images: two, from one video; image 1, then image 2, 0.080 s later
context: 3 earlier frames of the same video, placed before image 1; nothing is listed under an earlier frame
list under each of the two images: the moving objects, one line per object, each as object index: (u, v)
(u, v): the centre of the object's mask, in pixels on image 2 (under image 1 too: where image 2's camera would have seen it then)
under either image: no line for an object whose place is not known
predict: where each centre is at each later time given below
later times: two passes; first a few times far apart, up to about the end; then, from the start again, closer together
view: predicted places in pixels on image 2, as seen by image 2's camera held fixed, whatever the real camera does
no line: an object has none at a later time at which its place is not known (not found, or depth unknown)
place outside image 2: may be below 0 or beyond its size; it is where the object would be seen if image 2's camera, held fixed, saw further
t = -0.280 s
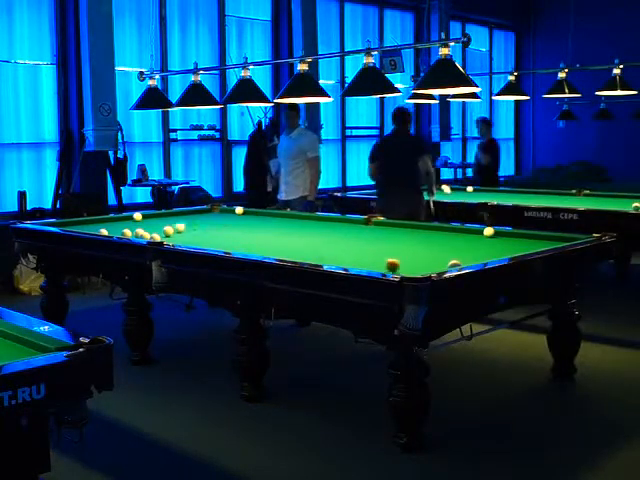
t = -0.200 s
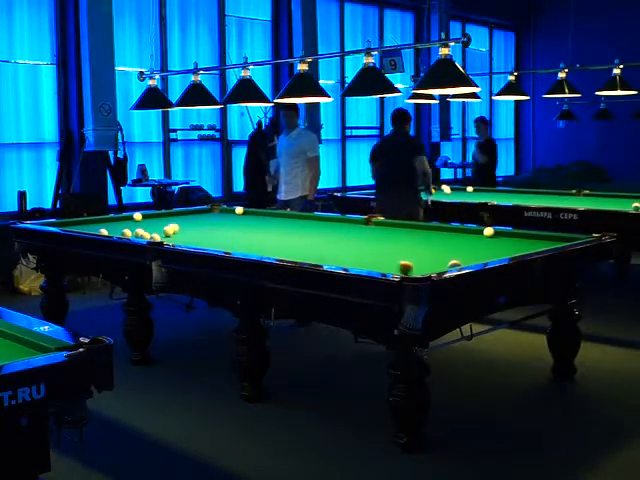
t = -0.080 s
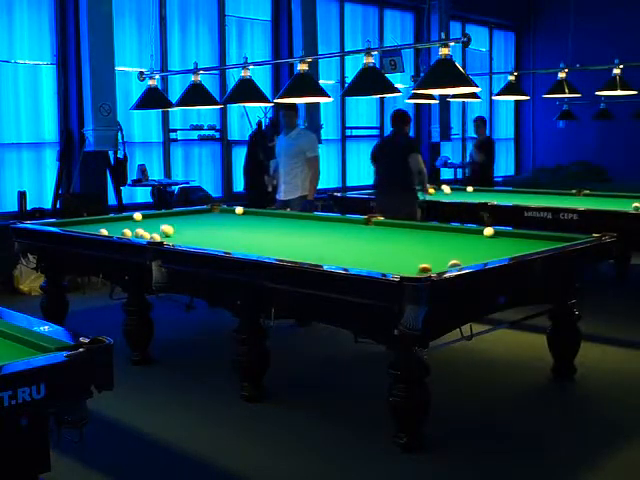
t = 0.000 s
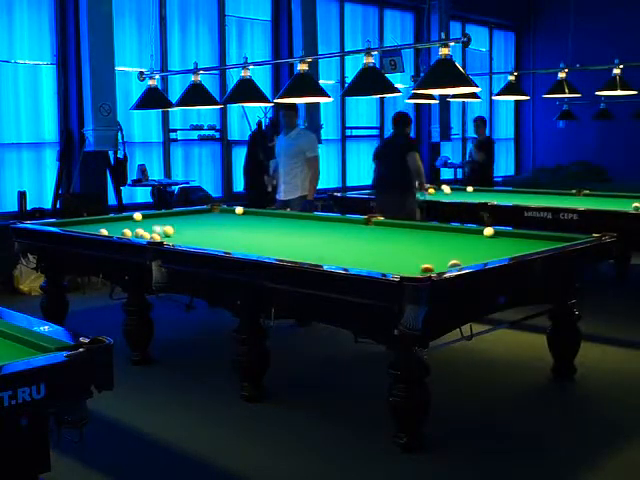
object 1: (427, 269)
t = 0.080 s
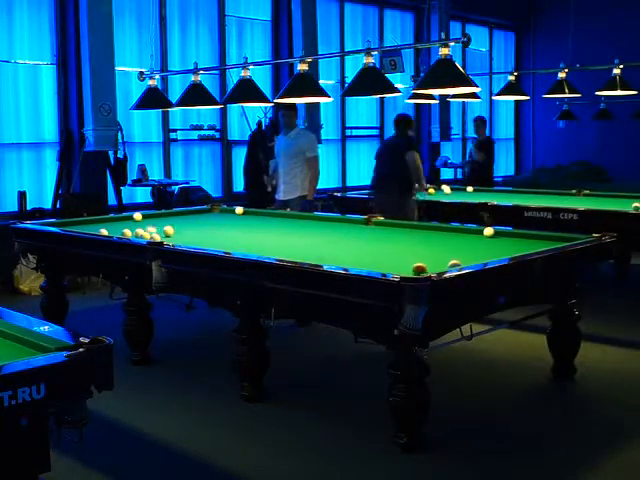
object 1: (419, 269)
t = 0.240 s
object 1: (408, 267)
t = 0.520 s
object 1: (391, 263)
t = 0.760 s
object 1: (377, 259)
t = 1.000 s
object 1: (365, 255)
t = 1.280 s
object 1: (352, 252)
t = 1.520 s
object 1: (342, 249)
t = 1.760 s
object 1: (333, 246)
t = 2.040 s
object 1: (324, 244)
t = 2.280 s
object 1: (315, 241)
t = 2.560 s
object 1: (308, 238)
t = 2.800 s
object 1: (301, 237)
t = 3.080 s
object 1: (295, 235)
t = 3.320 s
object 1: (289, 233)
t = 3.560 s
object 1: (284, 232)
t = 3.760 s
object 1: (278, 231)
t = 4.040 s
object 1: (273, 229)
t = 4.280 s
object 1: (269, 228)
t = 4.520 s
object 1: (265, 228)
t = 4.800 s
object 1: (261, 226)
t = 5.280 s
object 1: (253, 224)
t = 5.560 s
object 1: (251, 223)
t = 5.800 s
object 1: (248, 223)
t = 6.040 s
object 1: (245, 222)
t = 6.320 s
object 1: (242, 221)
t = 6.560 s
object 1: (241, 221)
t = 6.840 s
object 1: (238, 220)
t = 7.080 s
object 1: (237, 220)
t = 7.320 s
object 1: (235, 220)
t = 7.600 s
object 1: (234, 220)
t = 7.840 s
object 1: (233, 219)
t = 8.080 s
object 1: (232, 219)
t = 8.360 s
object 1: (231, 219)
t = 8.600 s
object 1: (231, 219)
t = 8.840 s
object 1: (230, 218)
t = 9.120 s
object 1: (230, 219)
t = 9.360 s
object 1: (229, 219)
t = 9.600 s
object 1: (229, 219)
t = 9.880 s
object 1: (229, 219)
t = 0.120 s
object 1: (416, 269)
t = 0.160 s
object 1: (414, 268)
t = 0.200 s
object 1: (411, 268)
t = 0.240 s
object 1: (408, 267)
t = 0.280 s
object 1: (406, 266)
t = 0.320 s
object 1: (403, 266)
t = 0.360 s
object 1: (400, 265)
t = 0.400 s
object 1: (398, 265)
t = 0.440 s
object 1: (395, 264)
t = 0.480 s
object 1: (393, 263)
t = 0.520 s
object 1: (391, 263)
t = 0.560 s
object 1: (389, 263)
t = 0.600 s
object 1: (386, 262)
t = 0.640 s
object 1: (384, 261)
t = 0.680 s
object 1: (381, 261)
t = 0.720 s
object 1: (380, 260)
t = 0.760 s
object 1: (377, 259)
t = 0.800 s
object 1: (375, 258)
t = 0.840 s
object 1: (372, 257)
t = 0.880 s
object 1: (371, 257)
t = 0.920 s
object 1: (369, 256)
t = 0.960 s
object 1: (367, 256)
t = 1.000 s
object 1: (365, 255)
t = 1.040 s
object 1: (362, 254)
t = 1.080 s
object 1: (361, 254)
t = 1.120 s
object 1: (359, 254)
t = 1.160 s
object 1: (357, 253)
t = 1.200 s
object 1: (356, 253)
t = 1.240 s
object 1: (354, 252)
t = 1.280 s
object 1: (352, 252)
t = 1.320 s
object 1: (350, 251)
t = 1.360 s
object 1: (348, 251)
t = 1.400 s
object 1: (347, 250)
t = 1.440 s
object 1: (345, 249)
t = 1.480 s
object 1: (344, 249)
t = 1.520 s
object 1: (342, 249)
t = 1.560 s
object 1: (341, 248)
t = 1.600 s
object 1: (339, 248)
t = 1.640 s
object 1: (337, 247)
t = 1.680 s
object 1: (336, 247)
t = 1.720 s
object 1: (334, 246)
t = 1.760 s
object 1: (333, 246)
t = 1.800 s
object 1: (331, 246)
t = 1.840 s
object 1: (330, 245)
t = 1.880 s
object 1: (329, 245)
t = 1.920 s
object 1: (327, 245)
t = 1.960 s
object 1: (326, 244)
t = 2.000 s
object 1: (325, 244)
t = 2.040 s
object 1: (324, 244)
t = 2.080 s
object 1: (322, 243)
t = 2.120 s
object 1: (321, 243)
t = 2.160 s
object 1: (319, 242)
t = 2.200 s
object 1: (319, 242)
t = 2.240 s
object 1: (316, 242)
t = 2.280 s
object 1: (315, 241)
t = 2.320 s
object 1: (314, 241)
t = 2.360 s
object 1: (313, 240)
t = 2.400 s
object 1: (312, 240)
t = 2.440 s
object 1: (311, 240)
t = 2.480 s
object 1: (310, 239)
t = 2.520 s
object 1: (309, 239)
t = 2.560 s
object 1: (308, 238)
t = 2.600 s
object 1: (306, 239)
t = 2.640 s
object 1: (305, 238)
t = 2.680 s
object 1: (305, 238)
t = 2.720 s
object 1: (303, 237)
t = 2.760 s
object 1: (302, 237)
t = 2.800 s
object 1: (301, 237)
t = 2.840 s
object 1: (301, 237)
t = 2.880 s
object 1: (299, 236)
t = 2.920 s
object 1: (298, 236)
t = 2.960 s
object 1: (297, 236)
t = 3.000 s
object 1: (296, 236)
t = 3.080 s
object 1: (295, 235)
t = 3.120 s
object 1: (293, 235)
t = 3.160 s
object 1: (293, 235)
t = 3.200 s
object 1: (292, 234)
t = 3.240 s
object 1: (291, 234)
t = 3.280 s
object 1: (291, 234)
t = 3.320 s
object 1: (289, 233)
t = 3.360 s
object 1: (287, 233)
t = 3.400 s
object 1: (287, 233)
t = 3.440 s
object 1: (286, 233)
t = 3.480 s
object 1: (286, 233)
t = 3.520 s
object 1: (284, 232)
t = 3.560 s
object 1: (284, 232)
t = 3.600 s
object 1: (282, 232)
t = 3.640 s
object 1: (282, 232)
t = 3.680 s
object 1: (282, 231)
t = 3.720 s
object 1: (280, 231)
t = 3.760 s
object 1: (278, 231)
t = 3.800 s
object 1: (278, 231)
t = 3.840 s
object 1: (277, 230)
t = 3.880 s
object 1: (276, 230)
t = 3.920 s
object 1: (275, 230)
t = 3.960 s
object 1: (274, 229)
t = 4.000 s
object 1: (273, 229)
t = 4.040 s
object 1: (273, 229)
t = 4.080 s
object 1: (272, 229)
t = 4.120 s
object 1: (272, 229)
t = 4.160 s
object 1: (270, 229)
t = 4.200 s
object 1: (270, 229)
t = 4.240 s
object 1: (270, 228)
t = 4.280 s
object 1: (269, 228)
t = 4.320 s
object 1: (268, 228)
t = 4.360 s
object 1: (268, 228)
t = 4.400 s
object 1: (267, 228)
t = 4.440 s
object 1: (267, 228)
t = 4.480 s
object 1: (266, 228)
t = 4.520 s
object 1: (265, 228)
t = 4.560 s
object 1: (264, 227)
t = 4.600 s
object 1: (264, 227)
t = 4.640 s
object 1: (263, 227)
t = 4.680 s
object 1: (262, 226)
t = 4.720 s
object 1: (261, 226)
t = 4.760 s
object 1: (261, 226)
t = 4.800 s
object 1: (261, 226)
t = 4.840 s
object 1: (260, 226)
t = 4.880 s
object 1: (259, 226)
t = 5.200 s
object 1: (252, 224)
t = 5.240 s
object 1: (253, 224)
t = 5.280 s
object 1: (253, 224)
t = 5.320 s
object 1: (253, 224)
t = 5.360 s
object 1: (253, 224)
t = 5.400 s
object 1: (253, 224)
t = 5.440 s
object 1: (252, 224)
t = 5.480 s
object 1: (251, 223)
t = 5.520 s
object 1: (251, 223)
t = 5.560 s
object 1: (251, 223)
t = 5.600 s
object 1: (250, 224)
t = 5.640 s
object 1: (249, 223)
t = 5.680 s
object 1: (248, 223)
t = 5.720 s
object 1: (248, 223)
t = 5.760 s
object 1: (248, 223)
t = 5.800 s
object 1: (248, 223)
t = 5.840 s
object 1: (247, 223)
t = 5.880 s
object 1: (247, 222)
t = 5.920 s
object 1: (246, 222)
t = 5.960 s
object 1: (246, 222)
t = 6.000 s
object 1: (245, 222)
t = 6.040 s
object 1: (245, 222)
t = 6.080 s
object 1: (244, 222)
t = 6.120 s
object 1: (244, 222)
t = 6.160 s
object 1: (244, 222)
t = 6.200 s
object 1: (244, 222)
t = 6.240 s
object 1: (243, 222)
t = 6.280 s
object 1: (243, 222)
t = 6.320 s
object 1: (242, 221)
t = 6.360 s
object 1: (242, 221)
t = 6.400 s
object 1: (242, 221)
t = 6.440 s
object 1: (241, 221)
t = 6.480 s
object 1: (241, 221)
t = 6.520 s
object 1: (241, 221)
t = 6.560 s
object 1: (241, 221)
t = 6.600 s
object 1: (240, 221)
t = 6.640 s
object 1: (240, 221)
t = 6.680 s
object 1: (240, 221)
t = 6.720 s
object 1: (240, 221)
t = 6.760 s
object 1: (239, 220)
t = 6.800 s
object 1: (238, 220)
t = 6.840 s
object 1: (238, 220)
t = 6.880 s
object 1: (238, 220)
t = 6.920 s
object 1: (238, 220)
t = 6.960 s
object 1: (238, 220)
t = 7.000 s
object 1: (238, 220)
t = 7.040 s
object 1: (237, 220)
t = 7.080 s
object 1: (237, 220)
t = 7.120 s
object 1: (236, 220)
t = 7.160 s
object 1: (236, 220)
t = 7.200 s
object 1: (236, 220)
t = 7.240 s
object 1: (236, 220)
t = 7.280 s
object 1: (236, 220)
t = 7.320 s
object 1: (235, 220)
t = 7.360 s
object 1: (235, 220)
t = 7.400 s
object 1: (235, 220)
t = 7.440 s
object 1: (234, 220)
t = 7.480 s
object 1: (234, 220)
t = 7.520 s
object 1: (234, 220)
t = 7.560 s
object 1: (234, 219)
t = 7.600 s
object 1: (234, 220)
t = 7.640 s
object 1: (233, 220)
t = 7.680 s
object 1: (233, 220)
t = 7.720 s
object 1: (233, 219)
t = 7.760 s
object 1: (233, 219)
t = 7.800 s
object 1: (233, 219)
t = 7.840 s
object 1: (233, 219)
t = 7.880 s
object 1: (233, 219)
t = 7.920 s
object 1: (233, 219)
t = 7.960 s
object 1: (232, 219)
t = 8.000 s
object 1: (232, 219)
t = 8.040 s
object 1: (232, 219)
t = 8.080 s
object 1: (232, 219)
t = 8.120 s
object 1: (232, 219)
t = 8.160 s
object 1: (231, 219)
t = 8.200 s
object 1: (231, 219)
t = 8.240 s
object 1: (231, 219)
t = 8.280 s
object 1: (231, 219)
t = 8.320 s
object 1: (231, 219)
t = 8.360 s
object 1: (231, 219)
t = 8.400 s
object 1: (231, 219)
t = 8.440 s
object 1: (231, 219)
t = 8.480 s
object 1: (231, 219)
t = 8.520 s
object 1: (231, 219)
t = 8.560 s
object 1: (230, 219)
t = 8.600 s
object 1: (231, 219)
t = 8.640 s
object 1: (230, 219)
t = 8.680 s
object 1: (230, 219)
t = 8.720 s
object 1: (230, 219)
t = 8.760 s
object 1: (230, 219)
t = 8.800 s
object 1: (230, 218)
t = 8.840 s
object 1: (230, 218)
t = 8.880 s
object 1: (230, 218)
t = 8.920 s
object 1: (230, 218)
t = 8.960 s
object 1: (230, 218)
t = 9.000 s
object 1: (230, 218)
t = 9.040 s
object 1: (230, 219)
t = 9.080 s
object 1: (230, 219)
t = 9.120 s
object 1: (230, 219)
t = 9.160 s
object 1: (230, 219)
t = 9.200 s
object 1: (230, 219)
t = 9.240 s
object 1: (230, 219)
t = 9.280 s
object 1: (230, 219)
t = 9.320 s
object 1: (230, 219)
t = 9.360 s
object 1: (229, 219)
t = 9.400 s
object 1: (229, 219)
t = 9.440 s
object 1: (229, 219)
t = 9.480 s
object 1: (229, 219)
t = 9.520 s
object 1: (229, 219)
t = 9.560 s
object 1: (229, 219)
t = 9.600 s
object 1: (229, 219)
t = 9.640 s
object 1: (229, 219)
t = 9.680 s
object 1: (229, 219)
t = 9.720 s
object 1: (229, 219)
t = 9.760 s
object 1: (229, 219)
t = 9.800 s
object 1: (229, 219)
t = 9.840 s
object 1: (229, 219)
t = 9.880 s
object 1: (229, 219)
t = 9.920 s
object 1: (229, 219)
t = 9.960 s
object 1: (229, 219)
